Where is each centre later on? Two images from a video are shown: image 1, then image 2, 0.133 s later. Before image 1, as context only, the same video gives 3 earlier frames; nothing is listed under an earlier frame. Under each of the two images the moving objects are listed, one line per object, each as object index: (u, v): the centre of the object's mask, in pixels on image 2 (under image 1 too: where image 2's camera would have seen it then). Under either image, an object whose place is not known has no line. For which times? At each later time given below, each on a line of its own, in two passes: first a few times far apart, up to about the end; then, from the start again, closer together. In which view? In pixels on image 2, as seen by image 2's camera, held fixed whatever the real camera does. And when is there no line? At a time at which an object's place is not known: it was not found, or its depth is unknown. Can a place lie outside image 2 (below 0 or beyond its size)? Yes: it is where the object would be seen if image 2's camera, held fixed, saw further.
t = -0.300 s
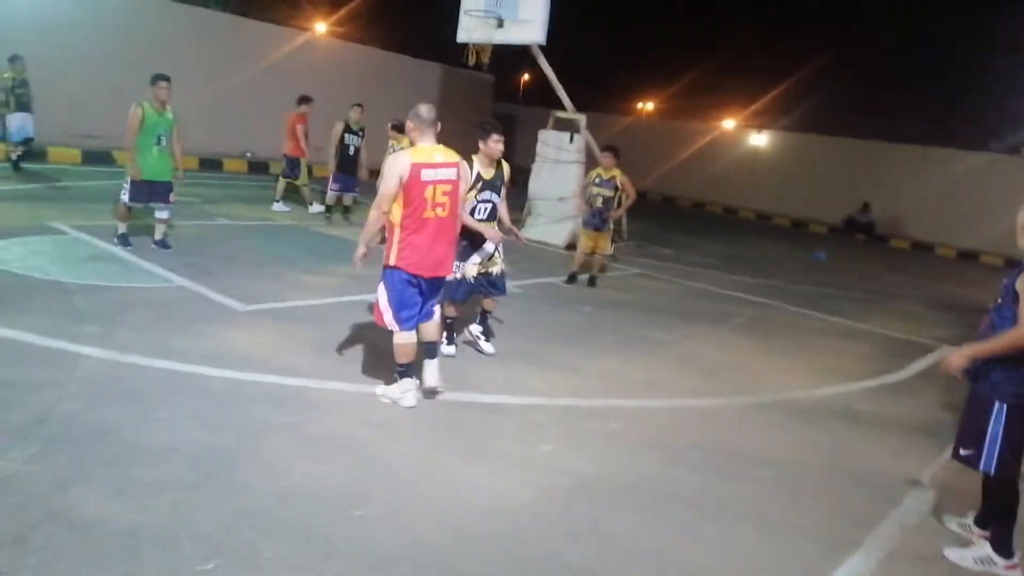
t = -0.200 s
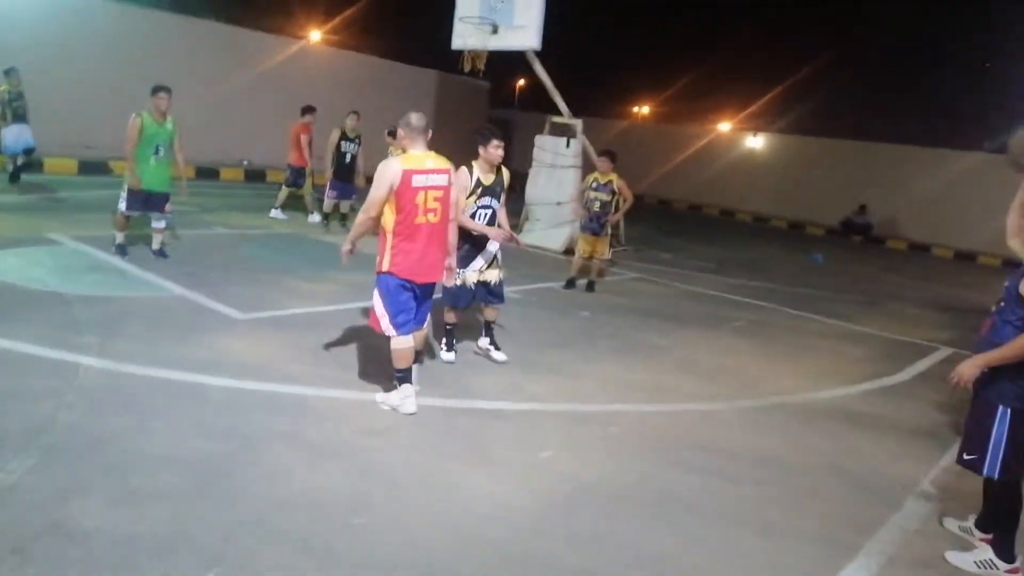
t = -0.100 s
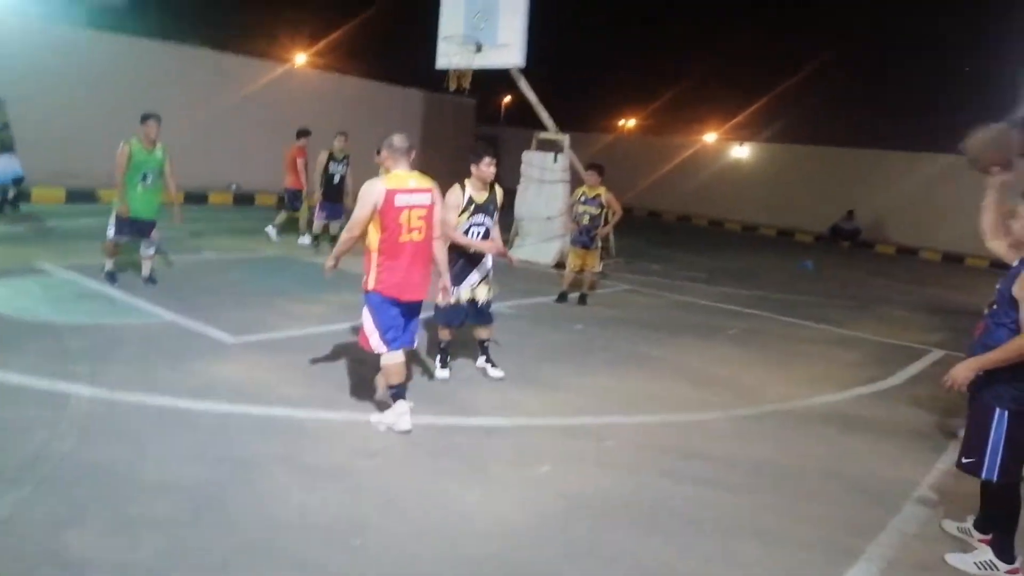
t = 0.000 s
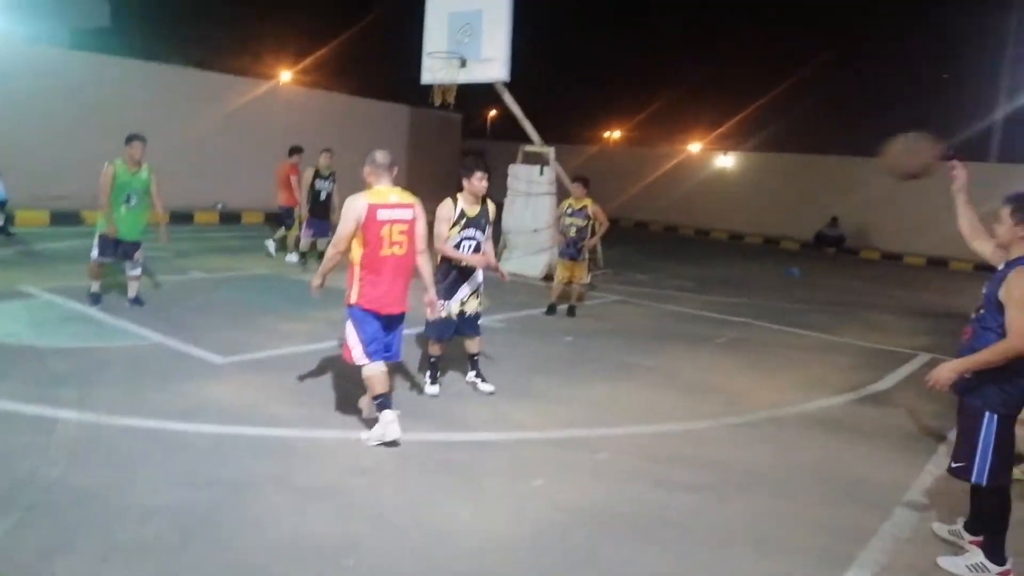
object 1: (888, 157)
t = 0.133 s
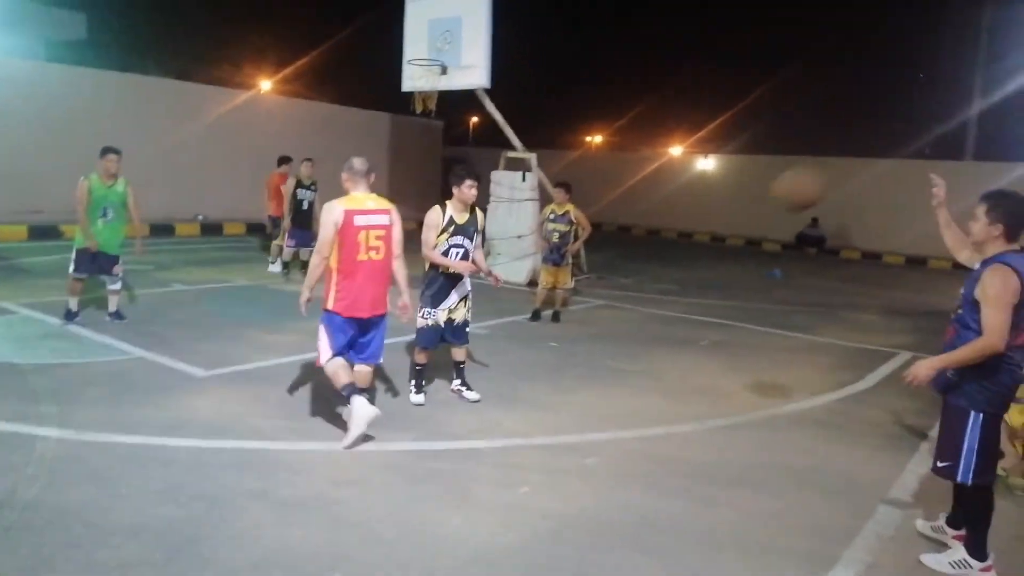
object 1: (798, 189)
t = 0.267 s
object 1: (719, 244)
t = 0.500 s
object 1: (604, 389)
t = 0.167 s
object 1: (778, 201)
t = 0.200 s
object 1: (757, 216)
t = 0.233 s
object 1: (738, 228)
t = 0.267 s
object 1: (719, 244)
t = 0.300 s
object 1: (701, 262)
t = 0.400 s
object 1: (651, 322)
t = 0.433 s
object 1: (635, 342)
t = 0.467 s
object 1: (617, 365)
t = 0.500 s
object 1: (604, 389)
